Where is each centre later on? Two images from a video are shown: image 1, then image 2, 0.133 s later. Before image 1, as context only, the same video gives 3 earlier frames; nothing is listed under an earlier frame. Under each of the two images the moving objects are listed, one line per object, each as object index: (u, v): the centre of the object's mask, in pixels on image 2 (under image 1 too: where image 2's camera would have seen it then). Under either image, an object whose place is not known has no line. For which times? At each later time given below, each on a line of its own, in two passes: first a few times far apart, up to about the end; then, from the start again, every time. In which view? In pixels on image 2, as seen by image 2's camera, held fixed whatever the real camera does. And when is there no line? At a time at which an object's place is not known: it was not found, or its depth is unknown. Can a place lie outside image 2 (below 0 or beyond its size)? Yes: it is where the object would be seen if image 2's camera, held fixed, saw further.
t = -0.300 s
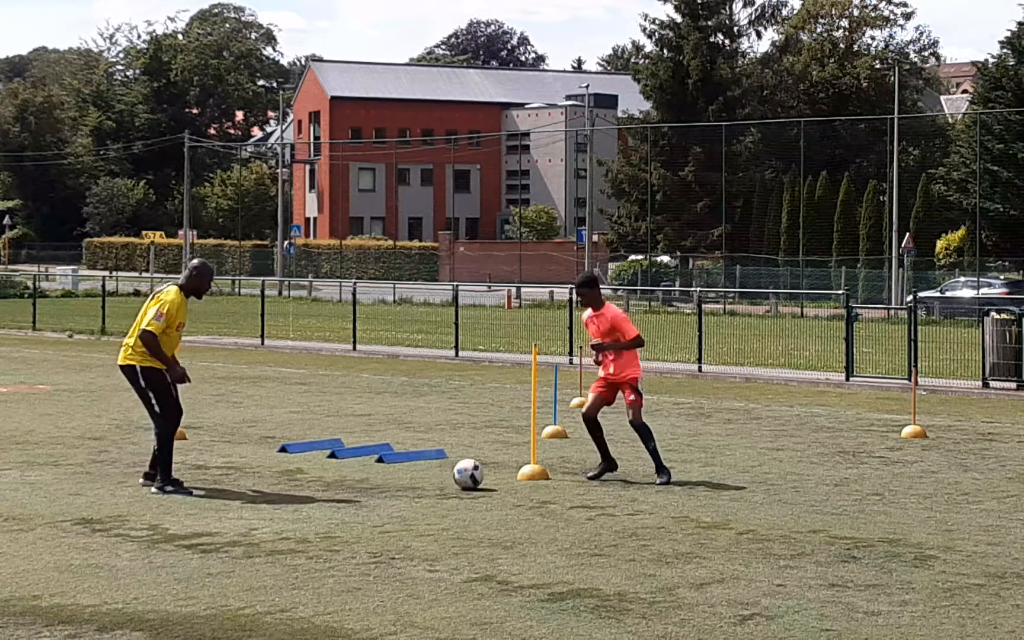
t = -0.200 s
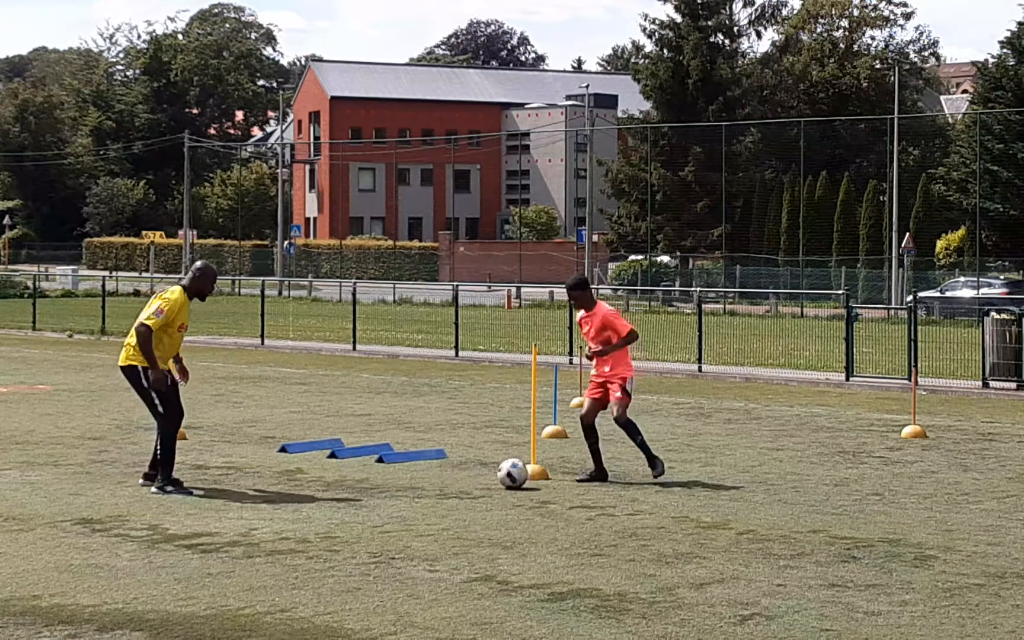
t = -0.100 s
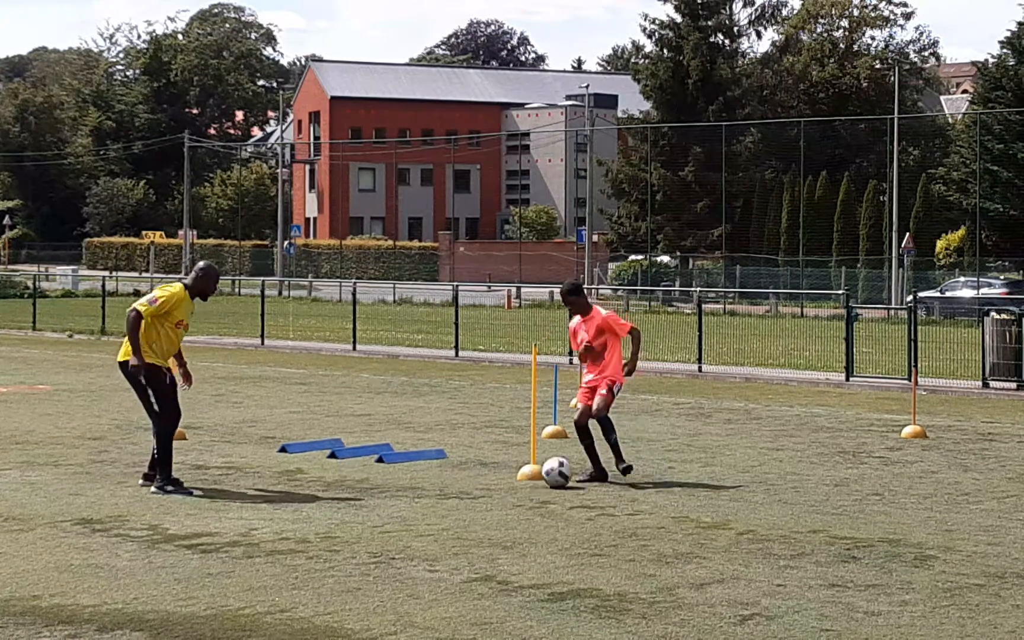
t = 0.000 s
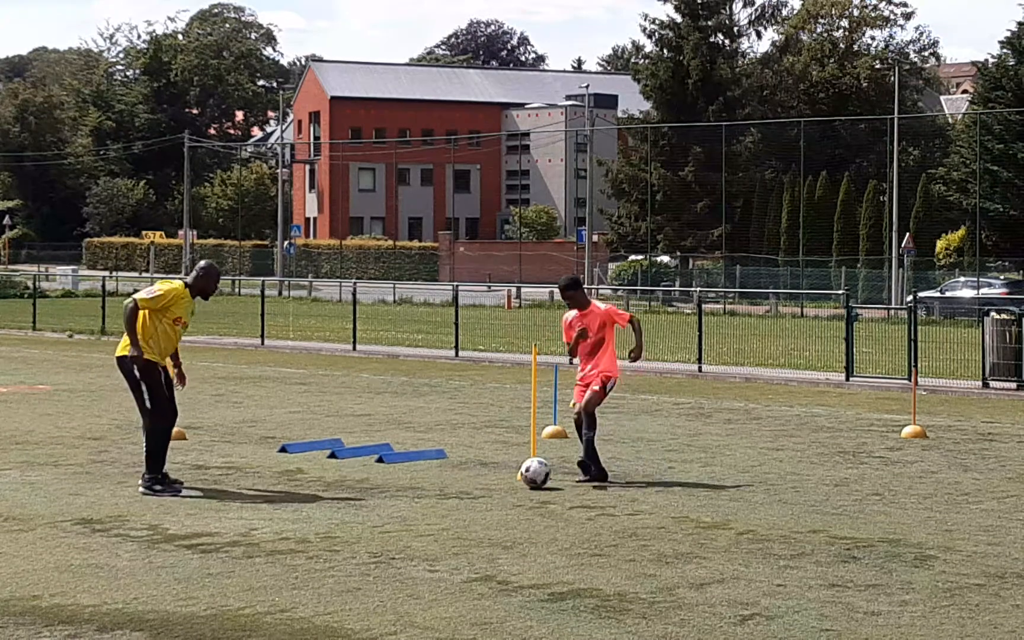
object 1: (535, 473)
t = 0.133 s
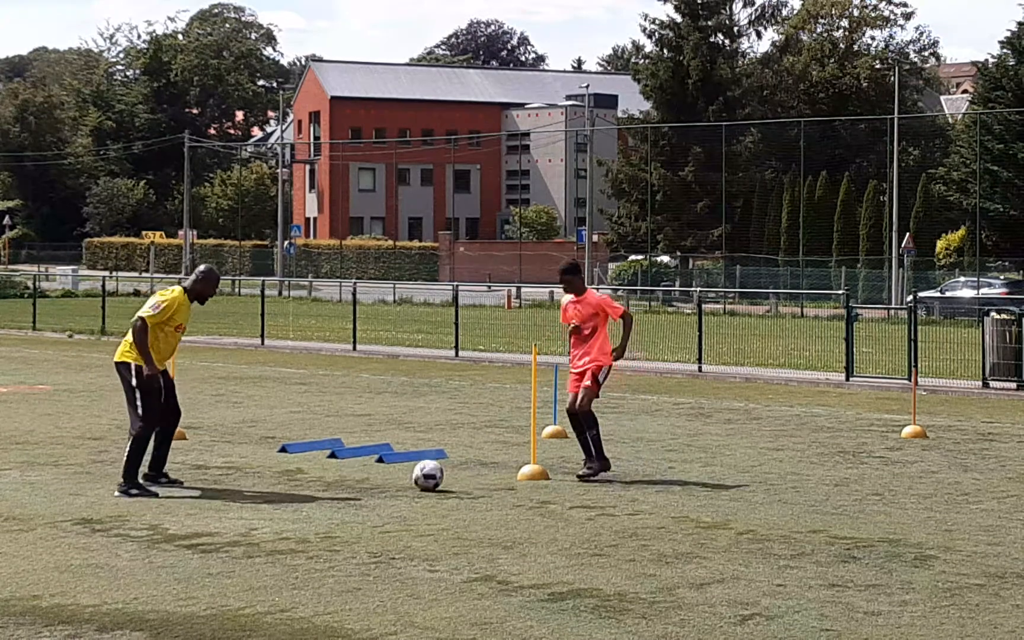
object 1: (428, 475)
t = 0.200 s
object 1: (382, 473)
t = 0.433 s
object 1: (239, 479)
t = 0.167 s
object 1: (404, 475)
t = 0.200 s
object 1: (382, 473)
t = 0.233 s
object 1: (359, 475)
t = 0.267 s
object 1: (337, 477)
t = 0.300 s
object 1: (317, 475)
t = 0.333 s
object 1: (298, 475)
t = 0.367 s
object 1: (278, 476)
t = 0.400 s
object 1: (258, 480)
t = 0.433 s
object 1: (239, 479)
